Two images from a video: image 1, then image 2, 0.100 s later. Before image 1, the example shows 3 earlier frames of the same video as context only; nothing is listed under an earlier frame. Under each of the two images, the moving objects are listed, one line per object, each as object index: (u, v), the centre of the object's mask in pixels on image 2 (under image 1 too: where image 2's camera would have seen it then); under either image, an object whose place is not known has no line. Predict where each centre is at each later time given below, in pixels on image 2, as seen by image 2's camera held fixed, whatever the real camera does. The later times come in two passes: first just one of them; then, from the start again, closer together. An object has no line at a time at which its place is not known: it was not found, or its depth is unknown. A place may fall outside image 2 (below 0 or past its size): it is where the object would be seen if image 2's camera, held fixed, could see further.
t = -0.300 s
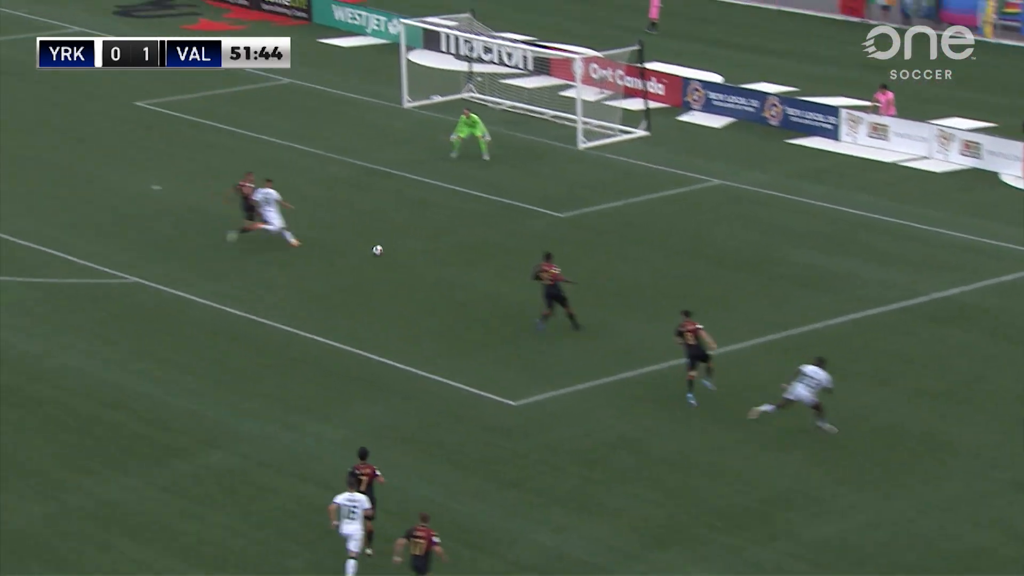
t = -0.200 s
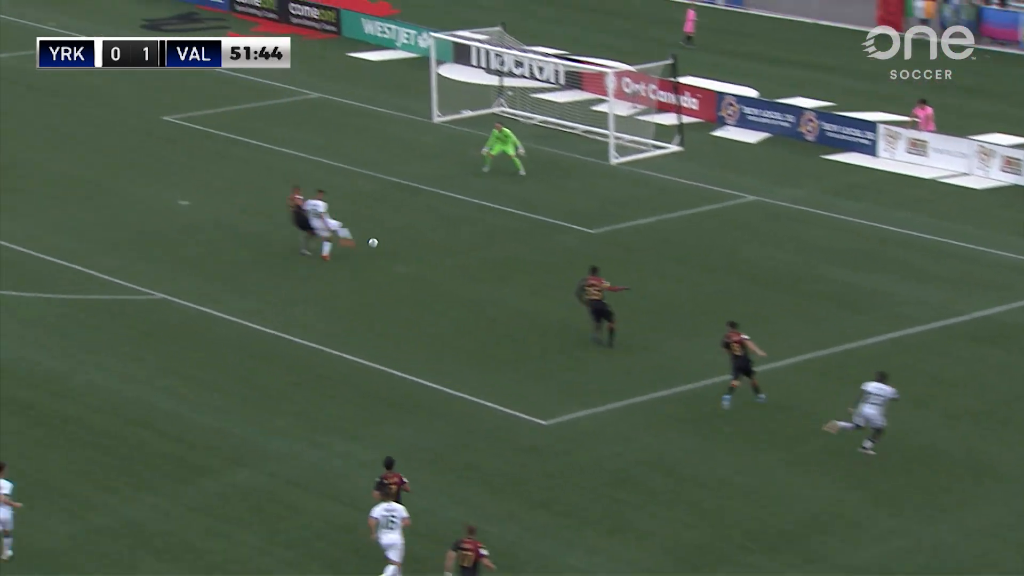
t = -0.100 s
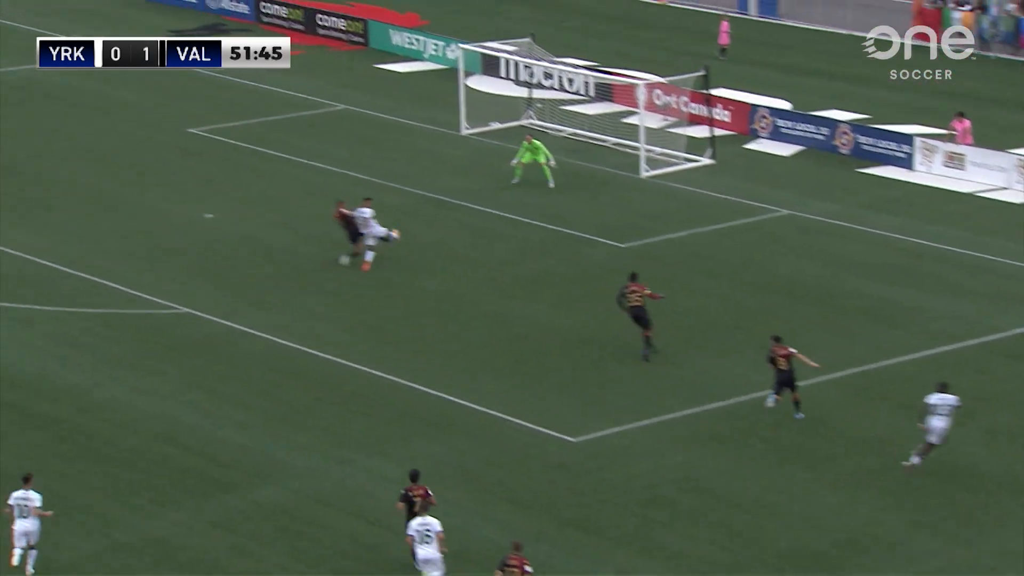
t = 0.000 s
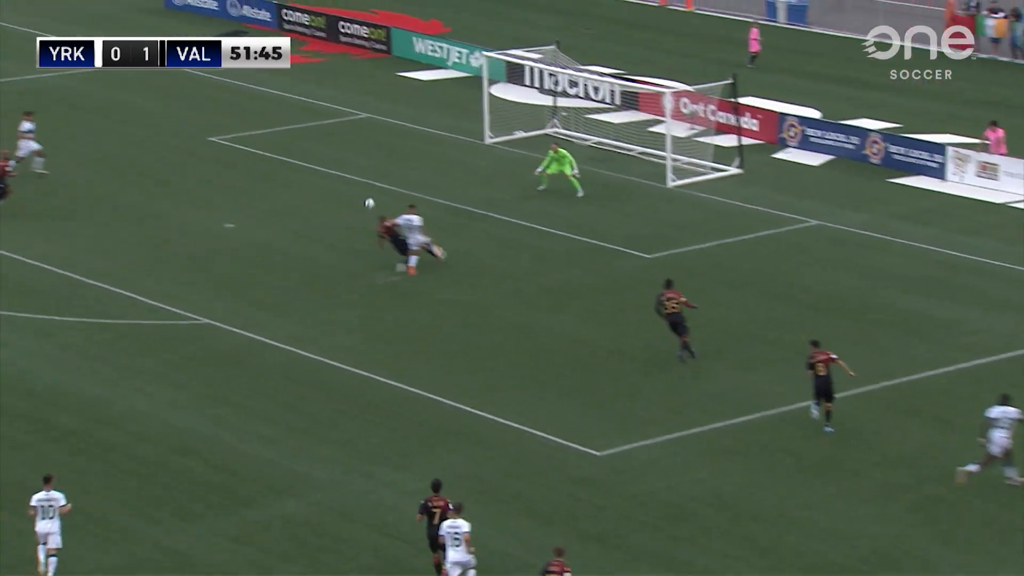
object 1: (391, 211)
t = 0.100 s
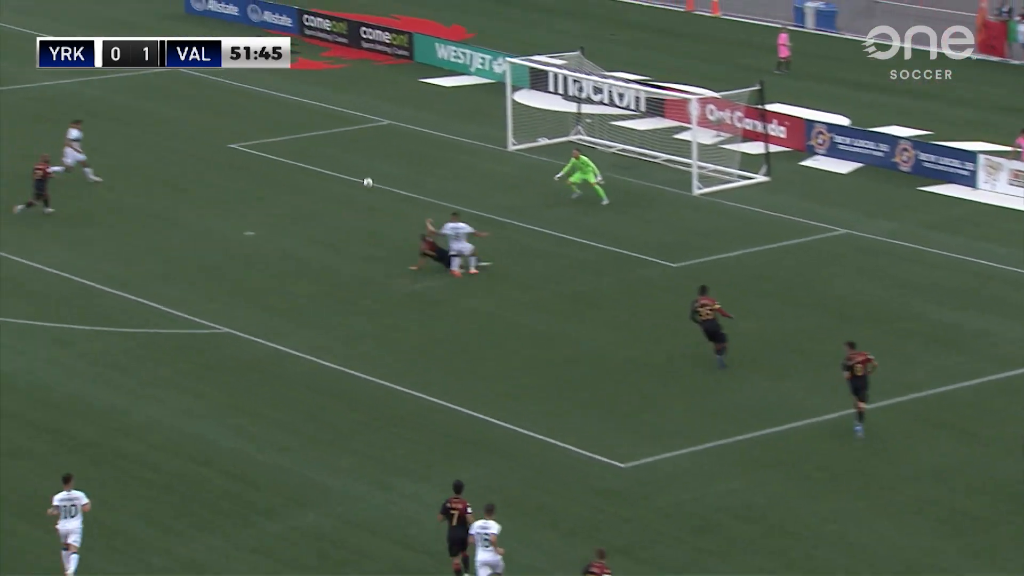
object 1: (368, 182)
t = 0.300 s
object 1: (321, 144)
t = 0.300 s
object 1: (321, 144)
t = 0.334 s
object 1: (313, 140)
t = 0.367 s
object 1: (305, 136)
